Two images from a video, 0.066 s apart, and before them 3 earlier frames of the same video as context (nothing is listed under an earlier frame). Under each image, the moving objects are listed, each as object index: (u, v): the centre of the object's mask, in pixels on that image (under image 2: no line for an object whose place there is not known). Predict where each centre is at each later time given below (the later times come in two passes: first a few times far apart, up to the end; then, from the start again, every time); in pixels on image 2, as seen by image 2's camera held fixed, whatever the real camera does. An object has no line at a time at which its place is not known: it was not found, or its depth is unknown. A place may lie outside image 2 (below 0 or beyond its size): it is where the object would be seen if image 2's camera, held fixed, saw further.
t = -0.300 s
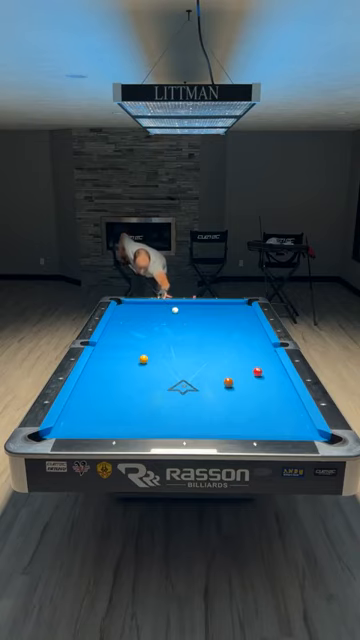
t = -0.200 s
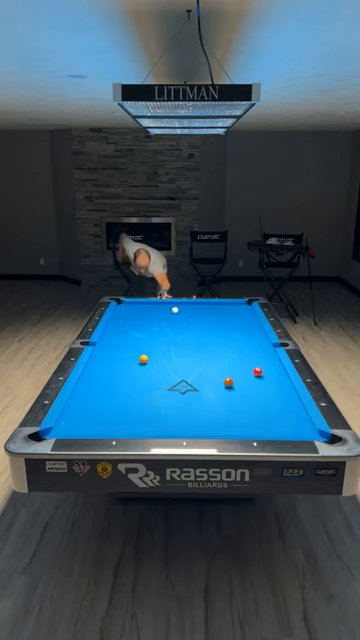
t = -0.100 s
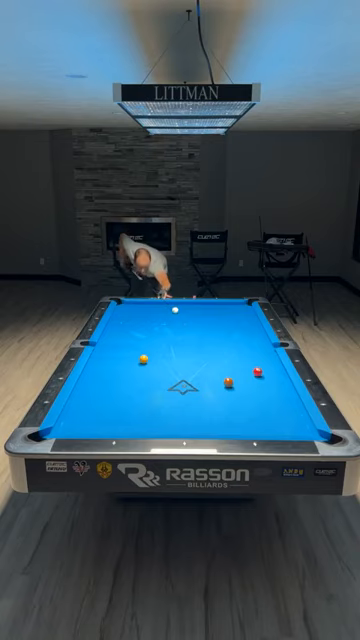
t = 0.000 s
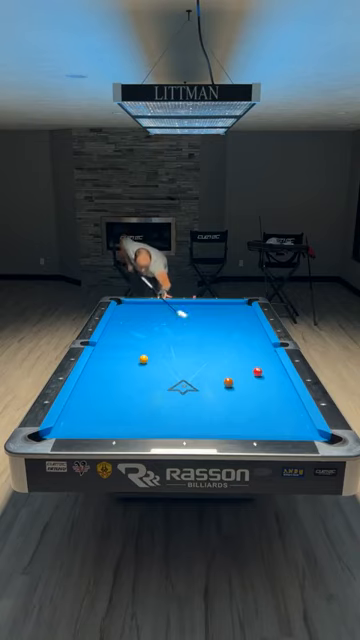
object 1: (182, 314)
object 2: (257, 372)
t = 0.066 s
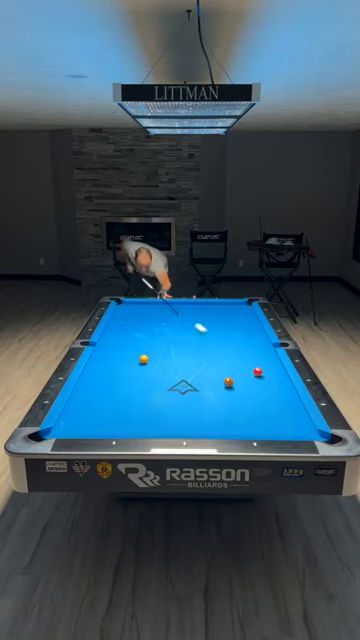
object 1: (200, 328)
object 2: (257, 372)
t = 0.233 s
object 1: (256, 367)
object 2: (265, 378)
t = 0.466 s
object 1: (277, 365)
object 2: (309, 429)
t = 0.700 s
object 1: (267, 359)
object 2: (292, 412)
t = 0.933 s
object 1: (258, 353)
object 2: (276, 400)
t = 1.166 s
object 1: (249, 347)
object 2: (263, 389)
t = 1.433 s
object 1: (240, 342)
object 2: (249, 377)
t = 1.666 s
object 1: (232, 338)
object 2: (239, 369)
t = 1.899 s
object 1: (226, 334)
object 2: (230, 362)
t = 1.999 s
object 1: (223, 332)
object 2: (226, 359)
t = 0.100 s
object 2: (257, 372)
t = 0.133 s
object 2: (257, 372)
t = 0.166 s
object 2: (257, 372)
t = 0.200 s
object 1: (248, 362)
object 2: (257, 372)
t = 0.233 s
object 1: (256, 367)
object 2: (265, 378)
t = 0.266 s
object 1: (260, 367)
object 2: (278, 391)
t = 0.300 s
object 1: (264, 368)
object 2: (292, 406)
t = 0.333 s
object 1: (267, 367)
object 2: (307, 422)
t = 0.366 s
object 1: (270, 367)
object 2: (312, 432)
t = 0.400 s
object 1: (273, 366)
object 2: (311, 432)
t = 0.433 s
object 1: (275, 366)
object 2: (308, 431)
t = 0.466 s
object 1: (277, 365)
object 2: (309, 429)
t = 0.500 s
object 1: (277, 364)
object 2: (309, 426)
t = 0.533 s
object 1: (276, 363)
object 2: (305, 423)
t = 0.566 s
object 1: (274, 362)
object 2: (302, 421)
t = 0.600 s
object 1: (272, 361)
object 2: (299, 418)
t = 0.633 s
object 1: (270, 361)
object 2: (296, 416)
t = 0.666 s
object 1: (269, 360)
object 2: (294, 414)
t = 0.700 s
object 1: (267, 359)
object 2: (292, 412)
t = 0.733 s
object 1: (266, 358)
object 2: (289, 410)
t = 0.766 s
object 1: (265, 357)
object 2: (287, 408)
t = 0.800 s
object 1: (263, 356)
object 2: (285, 406)
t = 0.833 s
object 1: (262, 355)
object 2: (282, 404)
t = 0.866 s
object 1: (260, 354)
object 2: (280, 403)
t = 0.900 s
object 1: (259, 353)
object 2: (278, 401)
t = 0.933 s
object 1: (258, 353)
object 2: (276, 400)
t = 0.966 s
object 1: (256, 352)
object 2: (275, 398)
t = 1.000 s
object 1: (255, 351)
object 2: (272, 396)
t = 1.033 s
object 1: (254, 351)
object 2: (270, 394)
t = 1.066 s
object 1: (252, 350)
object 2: (268, 393)
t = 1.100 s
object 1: (251, 349)
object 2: (267, 391)
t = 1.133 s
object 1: (250, 348)
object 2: (265, 390)
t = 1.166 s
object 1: (249, 347)
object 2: (263, 389)
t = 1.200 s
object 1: (248, 347)
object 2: (261, 387)
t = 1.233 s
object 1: (246, 346)
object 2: (259, 386)
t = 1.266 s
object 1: (245, 345)
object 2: (258, 384)
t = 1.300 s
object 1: (244, 344)
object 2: (256, 383)
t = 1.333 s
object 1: (243, 344)
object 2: (254, 381)
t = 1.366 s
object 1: (242, 343)
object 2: (252, 380)
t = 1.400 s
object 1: (241, 342)
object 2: (251, 379)
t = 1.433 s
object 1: (240, 342)
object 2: (249, 377)
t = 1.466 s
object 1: (238, 341)
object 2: (248, 376)
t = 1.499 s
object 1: (237, 341)
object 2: (246, 375)
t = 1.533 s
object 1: (236, 340)
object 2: (245, 374)
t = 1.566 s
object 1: (235, 339)
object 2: (244, 372)
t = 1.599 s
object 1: (234, 339)
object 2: (242, 372)
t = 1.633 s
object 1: (233, 338)
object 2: (240, 370)
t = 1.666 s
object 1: (232, 338)
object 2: (239, 369)
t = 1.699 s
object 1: (231, 337)
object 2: (238, 368)
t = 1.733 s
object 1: (230, 336)
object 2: (237, 367)
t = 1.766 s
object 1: (229, 336)
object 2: (235, 366)
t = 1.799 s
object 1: (228, 335)
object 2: (234, 365)
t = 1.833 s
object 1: (227, 335)
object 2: (233, 363)
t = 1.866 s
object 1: (227, 334)
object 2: (231, 362)
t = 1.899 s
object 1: (226, 334)
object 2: (230, 362)
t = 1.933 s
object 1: (225, 333)
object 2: (229, 361)
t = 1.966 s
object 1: (224, 333)
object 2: (228, 360)
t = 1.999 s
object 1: (223, 332)
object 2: (226, 359)
